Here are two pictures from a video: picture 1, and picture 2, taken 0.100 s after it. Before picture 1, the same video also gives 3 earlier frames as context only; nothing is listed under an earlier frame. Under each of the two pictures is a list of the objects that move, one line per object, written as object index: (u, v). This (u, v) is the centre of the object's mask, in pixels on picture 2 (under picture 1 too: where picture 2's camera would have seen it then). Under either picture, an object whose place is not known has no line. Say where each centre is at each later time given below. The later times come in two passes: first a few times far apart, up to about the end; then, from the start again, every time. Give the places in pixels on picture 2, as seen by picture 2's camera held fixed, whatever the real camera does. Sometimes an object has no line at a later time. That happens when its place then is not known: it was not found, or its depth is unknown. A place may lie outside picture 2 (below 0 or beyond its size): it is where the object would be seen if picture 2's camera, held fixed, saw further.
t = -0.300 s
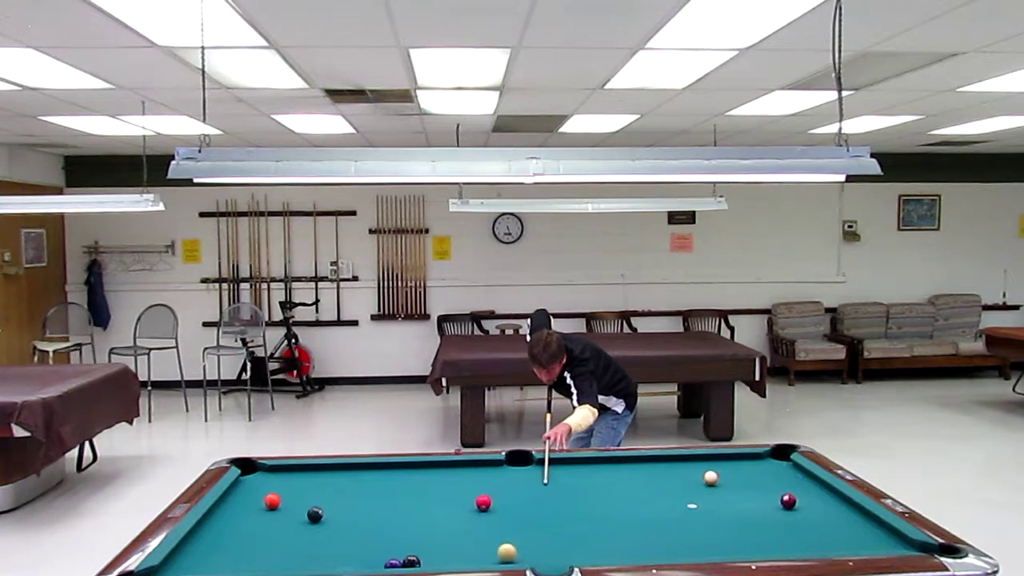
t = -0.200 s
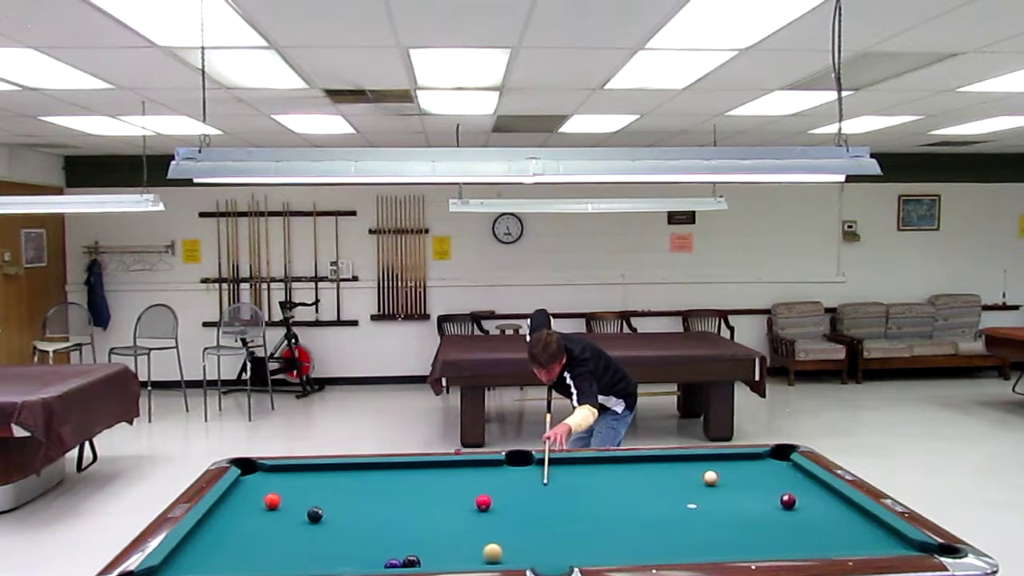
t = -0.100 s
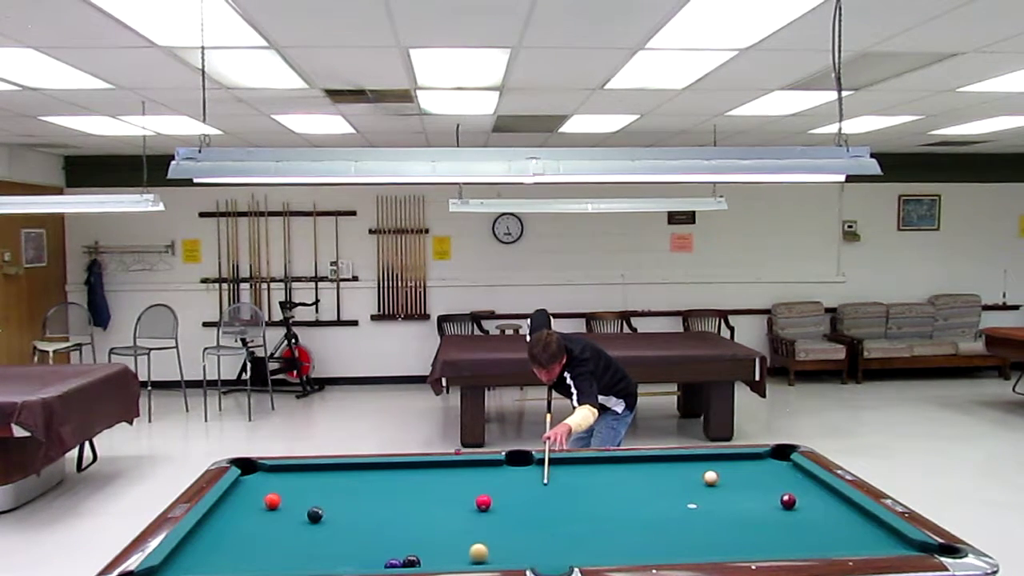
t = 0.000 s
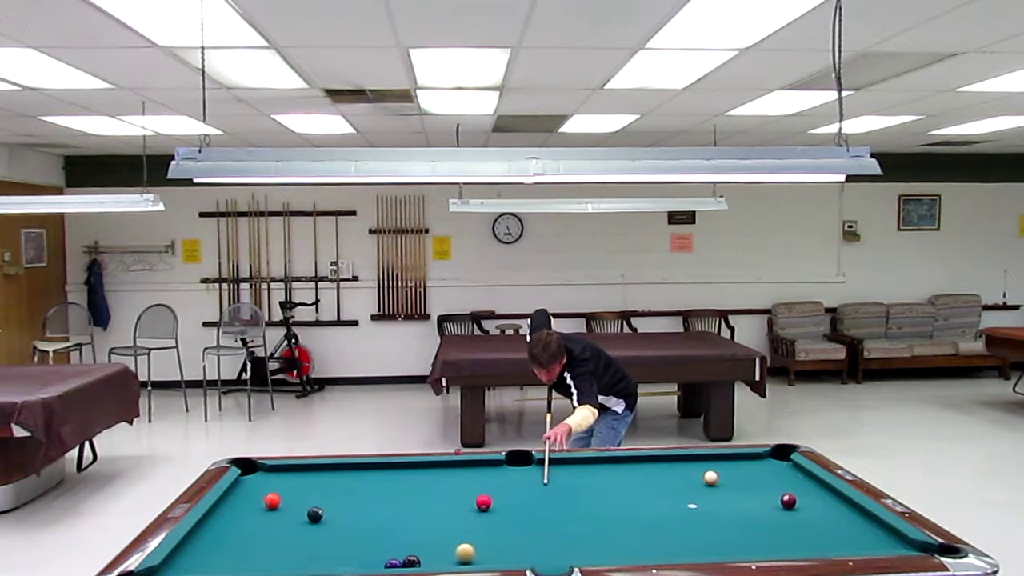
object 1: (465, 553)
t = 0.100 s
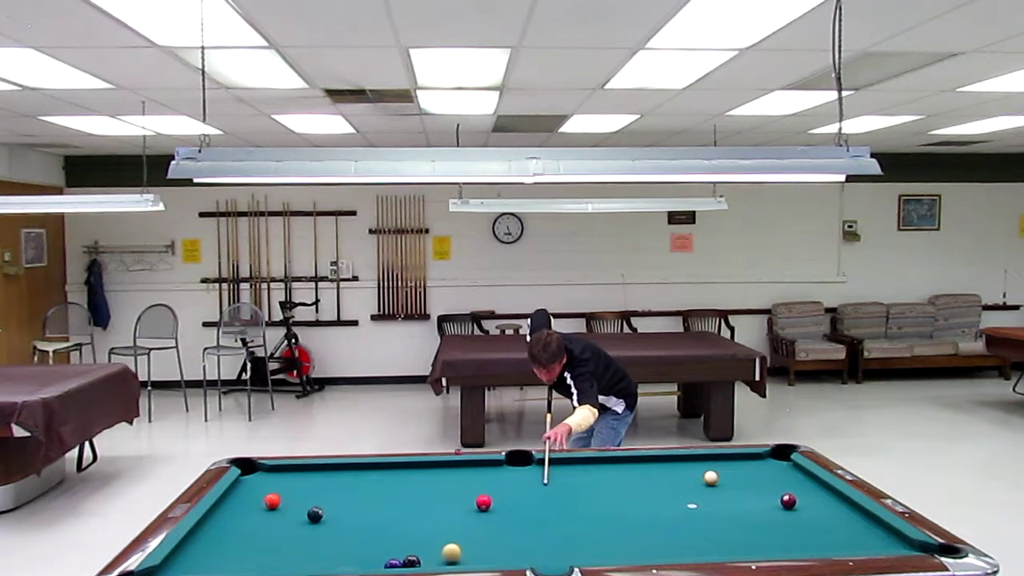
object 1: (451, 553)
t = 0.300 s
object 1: (425, 553)
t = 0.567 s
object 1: (391, 551)
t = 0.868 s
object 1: (355, 552)
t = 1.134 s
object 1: (325, 552)
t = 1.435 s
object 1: (293, 552)
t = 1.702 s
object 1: (267, 552)
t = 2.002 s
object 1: (240, 552)
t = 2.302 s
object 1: (214, 552)
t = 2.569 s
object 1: (193, 552)
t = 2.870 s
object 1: (185, 551)
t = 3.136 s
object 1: (197, 551)
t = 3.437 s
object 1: (207, 551)
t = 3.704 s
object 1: (213, 551)
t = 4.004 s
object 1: (218, 551)
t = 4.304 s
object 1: (220, 551)
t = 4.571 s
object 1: (219, 551)
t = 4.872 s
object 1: (219, 551)
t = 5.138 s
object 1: (219, 551)
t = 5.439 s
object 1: (220, 550)
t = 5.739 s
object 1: (220, 550)
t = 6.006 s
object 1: (220, 550)
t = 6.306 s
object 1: (219, 551)
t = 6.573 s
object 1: (220, 550)
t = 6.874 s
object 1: (219, 551)
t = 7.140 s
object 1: (219, 551)
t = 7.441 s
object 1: (219, 551)
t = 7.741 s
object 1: (220, 551)
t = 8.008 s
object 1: (220, 551)
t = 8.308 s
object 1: (220, 551)
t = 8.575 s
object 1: (220, 551)
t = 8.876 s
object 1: (220, 551)
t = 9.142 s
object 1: (220, 551)
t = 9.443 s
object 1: (220, 551)
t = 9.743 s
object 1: (220, 551)
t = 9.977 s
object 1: (220, 551)
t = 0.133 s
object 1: (446, 553)
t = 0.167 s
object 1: (442, 553)
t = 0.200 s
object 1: (438, 553)
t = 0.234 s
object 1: (434, 553)
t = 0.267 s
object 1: (429, 553)
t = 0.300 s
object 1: (425, 553)
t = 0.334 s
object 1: (421, 552)
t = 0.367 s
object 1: (417, 551)
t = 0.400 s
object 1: (412, 551)
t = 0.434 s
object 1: (407, 550)
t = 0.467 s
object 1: (403, 551)
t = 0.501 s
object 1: (399, 551)
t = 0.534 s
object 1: (395, 551)
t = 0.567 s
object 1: (391, 551)
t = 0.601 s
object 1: (386, 552)
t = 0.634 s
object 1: (383, 552)
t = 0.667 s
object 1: (379, 552)
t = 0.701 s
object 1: (375, 552)
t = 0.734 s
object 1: (371, 552)
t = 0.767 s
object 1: (367, 552)
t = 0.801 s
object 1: (363, 552)
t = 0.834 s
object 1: (359, 552)
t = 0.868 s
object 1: (355, 552)
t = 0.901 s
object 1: (351, 552)
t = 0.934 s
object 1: (348, 553)
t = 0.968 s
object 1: (344, 552)
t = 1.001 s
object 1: (340, 552)
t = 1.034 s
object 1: (336, 552)
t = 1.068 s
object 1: (333, 552)
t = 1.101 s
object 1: (329, 552)
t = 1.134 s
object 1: (325, 552)
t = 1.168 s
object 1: (322, 552)
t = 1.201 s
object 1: (318, 552)
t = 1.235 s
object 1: (315, 552)
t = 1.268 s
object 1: (311, 552)
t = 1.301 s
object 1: (308, 552)
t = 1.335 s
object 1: (304, 552)
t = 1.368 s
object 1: (301, 552)
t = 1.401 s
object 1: (297, 552)
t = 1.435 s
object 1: (293, 552)
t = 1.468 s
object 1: (290, 552)
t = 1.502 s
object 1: (287, 552)
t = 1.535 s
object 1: (284, 552)
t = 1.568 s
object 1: (280, 552)
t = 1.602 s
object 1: (277, 552)
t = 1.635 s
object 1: (274, 552)
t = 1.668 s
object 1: (271, 551)
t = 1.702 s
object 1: (267, 552)
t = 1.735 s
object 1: (264, 551)
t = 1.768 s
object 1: (261, 551)
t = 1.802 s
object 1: (258, 551)
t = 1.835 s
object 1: (255, 551)
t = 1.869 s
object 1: (252, 551)
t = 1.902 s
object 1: (249, 551)
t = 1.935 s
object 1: (246, 552)
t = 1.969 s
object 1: (243, 552)
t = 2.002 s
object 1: (240, 552)
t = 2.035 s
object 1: (237, 552)
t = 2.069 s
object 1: (234, 552)
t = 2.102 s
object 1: (231, 552)
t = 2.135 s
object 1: (228, 552)
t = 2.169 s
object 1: (225, 552)
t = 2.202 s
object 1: (223, 552)
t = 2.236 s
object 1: (220, 552)
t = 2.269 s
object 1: (217, 552)
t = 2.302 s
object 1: (214, 552)
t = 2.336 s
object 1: (212, 552)
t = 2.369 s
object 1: (209, 552)
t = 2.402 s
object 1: (206, 552)
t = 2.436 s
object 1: (204, 552)
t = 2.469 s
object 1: (201, 552)
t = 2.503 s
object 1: (198, 552)
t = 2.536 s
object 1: (196, 552)
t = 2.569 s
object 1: (193, 552)
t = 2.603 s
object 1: (191, 552)
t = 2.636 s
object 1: (188, 552)
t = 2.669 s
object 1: (186, 552)
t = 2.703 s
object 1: (183, 551)
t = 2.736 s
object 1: (181, 551)
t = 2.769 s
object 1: (181, 551)
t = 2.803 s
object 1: (182, 552)
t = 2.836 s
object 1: (184, 551)
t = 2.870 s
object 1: (185, 551)
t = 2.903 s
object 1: (187, 551)
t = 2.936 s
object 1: (188, 551)
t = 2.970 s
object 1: (190, 551)
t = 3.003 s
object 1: (191, 551)
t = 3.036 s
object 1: (193, 551)
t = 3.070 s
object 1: (194, 551)
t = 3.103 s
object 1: (195, 551)
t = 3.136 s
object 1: (197, 551)
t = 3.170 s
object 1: (198, 551)
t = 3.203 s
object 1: (199, 551)
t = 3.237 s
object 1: (200, 551)
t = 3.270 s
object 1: (201, 551)
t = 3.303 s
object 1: (202, 551)
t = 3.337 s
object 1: (203, 551)
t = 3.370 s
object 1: (205, 551)
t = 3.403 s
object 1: (206, 551)
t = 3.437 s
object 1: (207, 551)
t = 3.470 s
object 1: (207, 551)
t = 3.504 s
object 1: (208, 551)
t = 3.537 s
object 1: (209, 551)
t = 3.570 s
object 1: (210, 551)
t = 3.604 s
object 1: (211, 551)
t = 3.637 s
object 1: (212, 551)
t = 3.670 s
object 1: (212, 551)
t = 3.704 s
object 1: (213, 551)
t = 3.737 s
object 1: (214, 551)
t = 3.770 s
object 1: (214, 551)
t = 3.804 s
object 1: (215, 551)
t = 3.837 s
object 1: (215, 551)
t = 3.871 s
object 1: (216, 551)
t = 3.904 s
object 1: (216, 551)
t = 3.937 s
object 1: (217, 551)
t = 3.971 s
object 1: (217, 551)
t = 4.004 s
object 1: (218, 551)
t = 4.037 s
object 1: (218, 551)
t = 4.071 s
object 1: (218, 551)
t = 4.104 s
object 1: (218, 551)
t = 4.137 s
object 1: (219, 551)
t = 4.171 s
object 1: (219, 551)
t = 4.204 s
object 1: (219, 551)
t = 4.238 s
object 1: (219, 551)
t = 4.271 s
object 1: (219, 551)
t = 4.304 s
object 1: (220, 551)
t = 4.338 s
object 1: (220, 550)
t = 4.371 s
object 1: (220, 551)
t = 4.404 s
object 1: (220, 550)
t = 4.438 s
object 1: (220, 550)
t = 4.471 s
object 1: (220, 550)
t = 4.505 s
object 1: (220, 550)
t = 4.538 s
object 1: (220, 550)
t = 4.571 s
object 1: (219, 551)
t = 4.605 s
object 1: (219, 551)
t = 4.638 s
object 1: (219, 551)
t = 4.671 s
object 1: (219, 551)
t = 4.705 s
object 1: (219, 551)
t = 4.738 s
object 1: (219, 550)
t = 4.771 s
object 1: (219, 551)
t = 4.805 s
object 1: (219, 551)
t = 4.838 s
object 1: (219, 551)
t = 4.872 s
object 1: (219, 551)
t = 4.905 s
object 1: (219, 551)
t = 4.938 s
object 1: (219, 551)
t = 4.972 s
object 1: (219, 551)
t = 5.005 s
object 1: (219, 551)
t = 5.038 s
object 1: (219, 551)
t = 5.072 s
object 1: (219, 551)
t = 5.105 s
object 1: (219, 551)
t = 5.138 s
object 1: (219, 551)
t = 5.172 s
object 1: (219, 551)
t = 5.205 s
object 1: (219, 551)
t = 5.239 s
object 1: (219, 551)
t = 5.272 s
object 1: (219, 551)
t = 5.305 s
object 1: (219, 551)
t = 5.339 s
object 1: (220, 551)
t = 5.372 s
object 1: (220, 550)
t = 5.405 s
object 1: (220, 550)
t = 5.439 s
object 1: (220, 550)
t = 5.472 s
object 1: (220, 550)
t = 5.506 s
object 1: (220, 550)
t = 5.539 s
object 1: (220, 550)
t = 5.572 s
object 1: (220, 550)
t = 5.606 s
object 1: (220, 550)
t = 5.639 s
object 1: (220, 550)
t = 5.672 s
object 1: (220, 550)
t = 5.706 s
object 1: (220, 550)
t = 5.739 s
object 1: (220, 550)
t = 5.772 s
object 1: (220, 550)
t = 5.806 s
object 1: (220, 550)
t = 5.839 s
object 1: (220, 550)
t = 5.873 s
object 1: (220, 550)
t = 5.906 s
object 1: (220, 550)
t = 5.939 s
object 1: (220, 550)
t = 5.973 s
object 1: (220, 550)
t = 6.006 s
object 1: (220, 550)
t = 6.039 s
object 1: (220, 550)
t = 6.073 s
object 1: (219, 550)
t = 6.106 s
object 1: (219, 550)
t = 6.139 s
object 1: (219, 550)
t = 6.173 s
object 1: (219, 550)
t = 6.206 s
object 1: (219, 551)
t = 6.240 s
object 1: (219, 551)
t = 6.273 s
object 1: (219, 551)
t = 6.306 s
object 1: (219, 551)
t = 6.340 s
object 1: (219, 551)
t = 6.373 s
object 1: (219, 551)
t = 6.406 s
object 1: (219, 551)
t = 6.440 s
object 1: (220, 551)
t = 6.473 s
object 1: (220, 551)
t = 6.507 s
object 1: (220, 551)
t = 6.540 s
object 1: (220, 551)
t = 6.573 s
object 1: (220, 550)
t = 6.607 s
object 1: (220, 551)
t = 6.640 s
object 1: (219, 551)
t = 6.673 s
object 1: (219, 551)
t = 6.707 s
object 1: (219, 551)
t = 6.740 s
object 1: (219, 551)
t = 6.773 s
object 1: (219, 551)
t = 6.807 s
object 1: (219, 551)
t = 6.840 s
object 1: (219, 551)
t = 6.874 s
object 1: (219, 551)
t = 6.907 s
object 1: (219, 551)
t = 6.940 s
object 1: (219, 551)
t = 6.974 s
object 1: (219, 551)
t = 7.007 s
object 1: (219, 551)
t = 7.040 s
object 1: (219, 551)
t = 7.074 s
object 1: (219, 551)
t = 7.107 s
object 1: (219, 551)
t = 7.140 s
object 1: (219, 551)
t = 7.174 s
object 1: (219, 551)
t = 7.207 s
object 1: (219, 551)
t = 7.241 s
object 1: (219, 551)
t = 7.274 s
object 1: (219, 551)
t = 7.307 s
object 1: (219, 551)
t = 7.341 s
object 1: (219, 551)
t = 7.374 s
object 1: (219, 551)
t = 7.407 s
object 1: (219, 551)
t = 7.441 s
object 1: (219, 551)
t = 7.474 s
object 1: (219, 551)
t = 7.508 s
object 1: (220, 551)
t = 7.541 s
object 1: (219, 551)
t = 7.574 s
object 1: (220, 551)
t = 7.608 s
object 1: (220, 551)
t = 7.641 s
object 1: (220, 551)
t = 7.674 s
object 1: (220, 551)
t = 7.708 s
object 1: (220, 551)
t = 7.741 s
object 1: (220, 551)
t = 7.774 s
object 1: (220, 551)
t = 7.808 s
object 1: (220, 551)
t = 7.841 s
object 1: (220, 551)
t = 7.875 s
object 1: (220, 551)
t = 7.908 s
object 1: (220, 551)
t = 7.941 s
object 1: (220, 551)
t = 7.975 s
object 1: (220, 551)
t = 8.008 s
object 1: (220, 551)
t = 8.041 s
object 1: (220, 551)
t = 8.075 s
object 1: (220, 551)
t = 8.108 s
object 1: (220, 551)
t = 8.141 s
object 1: (220, 551)
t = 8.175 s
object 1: (220, 551)
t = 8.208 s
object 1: (220, 551)
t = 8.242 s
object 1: (220, 551)
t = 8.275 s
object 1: (220, 551)
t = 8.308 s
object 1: (220, 551)
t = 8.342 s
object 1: (220, 551)
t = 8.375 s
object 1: (220, 551)
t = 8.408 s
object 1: (220, 551)
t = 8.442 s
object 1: (220, 551)
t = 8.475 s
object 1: (220, 551)
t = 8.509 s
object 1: (220, 551)
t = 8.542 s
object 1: (220, 551)
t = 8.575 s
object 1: (220, 551)
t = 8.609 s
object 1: (220, 551)
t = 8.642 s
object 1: (220, 551)
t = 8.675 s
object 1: (220, 551)
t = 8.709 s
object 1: (220, 551)
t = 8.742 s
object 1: (220, 551)
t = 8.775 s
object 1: (220, 551)
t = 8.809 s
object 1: (220, 551)
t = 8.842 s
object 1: (220, 551)
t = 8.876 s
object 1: (220, 551)
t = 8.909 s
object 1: (220, 551)
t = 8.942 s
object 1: (220, 551)
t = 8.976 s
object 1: (220, 551)
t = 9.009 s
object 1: (220, 551)
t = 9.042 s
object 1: (220, 551)
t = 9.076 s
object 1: (220, 551)
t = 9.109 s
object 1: (220, 551)
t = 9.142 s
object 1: (220, 551)
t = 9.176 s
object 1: (220, 551)
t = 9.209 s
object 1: (220, 551)
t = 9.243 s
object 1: (220, 551)
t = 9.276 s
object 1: (220, 551)
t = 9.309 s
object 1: (220, 551)
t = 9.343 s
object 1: (219, 551)
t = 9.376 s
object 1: (220, 551)
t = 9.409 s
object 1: (220, 551)
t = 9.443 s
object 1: (220, 551)
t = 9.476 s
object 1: (220, 551)
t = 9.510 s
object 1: (219, 551)
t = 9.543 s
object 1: (220, 551)
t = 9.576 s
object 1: (220, 551)
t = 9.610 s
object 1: (220, 551)
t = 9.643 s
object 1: (220, 551)
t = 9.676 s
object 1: (220, 551)
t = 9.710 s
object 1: (220, 551)
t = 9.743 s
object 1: (220, 551)
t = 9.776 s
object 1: (220, 551)
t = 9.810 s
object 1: (220, 551)
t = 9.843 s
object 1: (220, 551)
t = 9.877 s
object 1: (220, 551)
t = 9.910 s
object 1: (220, 551)
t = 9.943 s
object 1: (219, 551)
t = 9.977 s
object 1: (220, 551)
